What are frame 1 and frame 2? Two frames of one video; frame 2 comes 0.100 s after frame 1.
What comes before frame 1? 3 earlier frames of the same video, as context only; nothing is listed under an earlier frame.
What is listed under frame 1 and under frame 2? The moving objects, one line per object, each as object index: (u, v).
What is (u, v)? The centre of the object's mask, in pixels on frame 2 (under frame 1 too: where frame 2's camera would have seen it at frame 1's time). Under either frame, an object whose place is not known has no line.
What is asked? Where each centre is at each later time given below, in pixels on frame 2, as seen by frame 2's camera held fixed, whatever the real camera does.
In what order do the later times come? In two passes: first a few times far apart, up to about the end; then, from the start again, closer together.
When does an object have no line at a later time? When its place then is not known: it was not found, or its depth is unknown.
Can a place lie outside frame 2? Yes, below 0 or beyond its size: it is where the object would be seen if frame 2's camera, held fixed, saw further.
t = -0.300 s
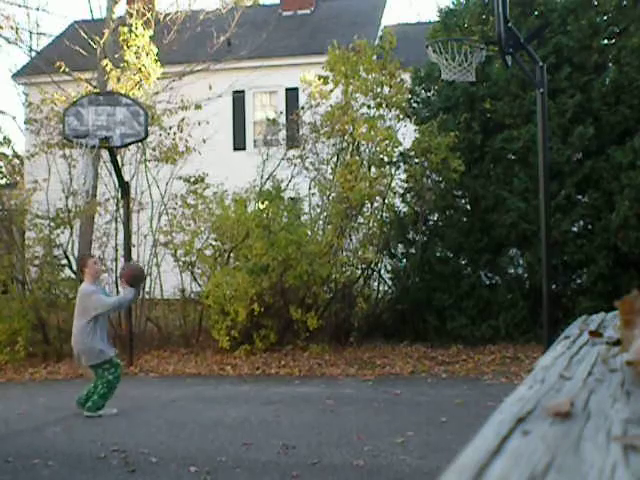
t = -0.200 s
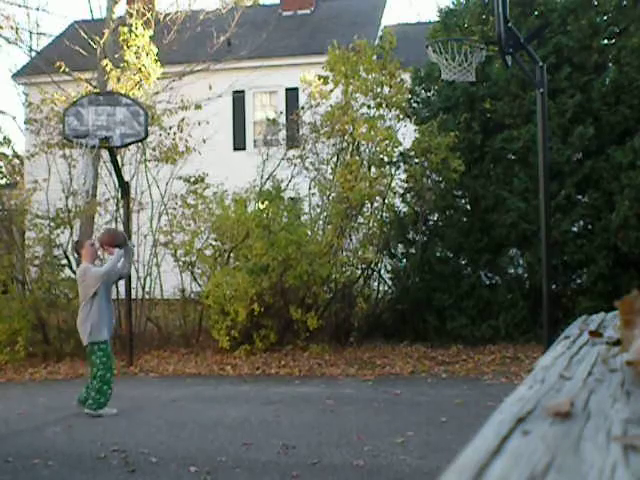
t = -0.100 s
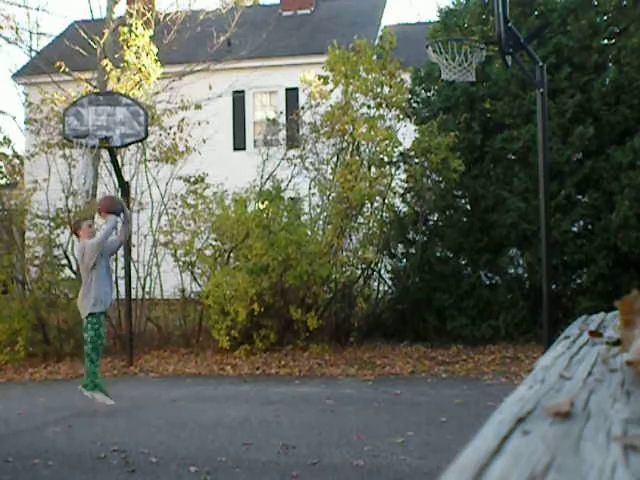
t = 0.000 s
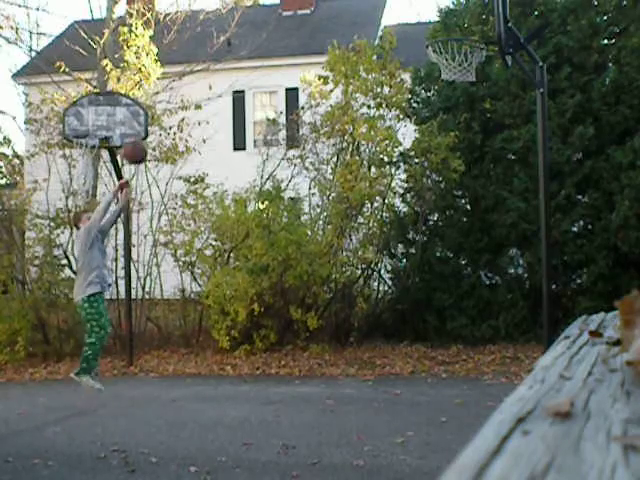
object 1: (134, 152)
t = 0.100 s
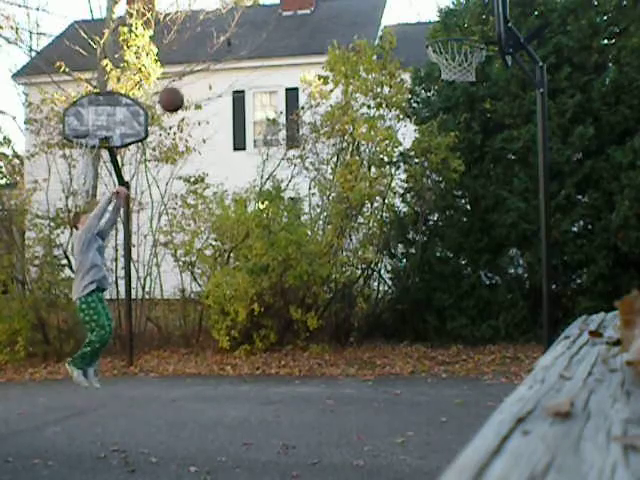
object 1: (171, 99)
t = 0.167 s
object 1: (195, 71)
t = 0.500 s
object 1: (325, 3)
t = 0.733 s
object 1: (423, 14)
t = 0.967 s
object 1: (482, 21)
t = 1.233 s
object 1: (450, 23)
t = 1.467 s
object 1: (419, 103)
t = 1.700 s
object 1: (388, 265)
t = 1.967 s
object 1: (354, 373)
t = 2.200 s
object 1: (326, 239)
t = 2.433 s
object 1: (297, 179)
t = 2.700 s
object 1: (264, 219)
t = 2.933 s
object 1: (233, 359)
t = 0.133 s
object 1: (183, 84)
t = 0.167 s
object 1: (195, 71)
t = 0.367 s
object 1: (273, 11)
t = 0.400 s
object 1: (286, 8)
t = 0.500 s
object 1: (325, 3)
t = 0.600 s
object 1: (365, 4)
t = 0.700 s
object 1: (408, 9)
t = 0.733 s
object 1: (423, 14)
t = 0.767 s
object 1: (438, 22)
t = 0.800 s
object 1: (452, 29)
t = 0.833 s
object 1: (465, 35)
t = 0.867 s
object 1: (469, 32)
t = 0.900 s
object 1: (476, 30)
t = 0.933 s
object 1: (481, 27)
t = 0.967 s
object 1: (482, 21)
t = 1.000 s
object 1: (479, 17)
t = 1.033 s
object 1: (476, 13)
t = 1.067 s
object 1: (472, 13)
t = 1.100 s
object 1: (467, 12)
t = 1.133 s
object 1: (463, 13)
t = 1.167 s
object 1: (459, 15)
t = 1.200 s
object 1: (453, 18)
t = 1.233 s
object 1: (450, 23)
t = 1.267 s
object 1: (446, 30)
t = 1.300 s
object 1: (441, 38)
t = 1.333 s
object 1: (437, 47)
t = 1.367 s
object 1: (432, 60)
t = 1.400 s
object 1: (428, 72)
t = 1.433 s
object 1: (424, 87)
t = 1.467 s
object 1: (419, 103)
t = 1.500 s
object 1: (415, 120)
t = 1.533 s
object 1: (410, 141)
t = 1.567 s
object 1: (406, 162)
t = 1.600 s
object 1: (402, 185)
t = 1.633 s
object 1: (398, 210)
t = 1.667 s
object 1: (393, 237)
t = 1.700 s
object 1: (388, 265)
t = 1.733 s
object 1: (383, 295)
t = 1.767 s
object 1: (378, 327)
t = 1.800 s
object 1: (374, 362)
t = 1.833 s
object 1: (369, 399)
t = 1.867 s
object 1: (364, 437)
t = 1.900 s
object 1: (361, 425)
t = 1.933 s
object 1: (358, 399)
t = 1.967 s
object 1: (354, 373)
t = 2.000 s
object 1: (350, 349)
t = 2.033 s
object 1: (345, 327)
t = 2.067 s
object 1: (340, 305)
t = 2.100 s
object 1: (336, 288)
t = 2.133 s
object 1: (333, 270)
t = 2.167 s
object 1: (330, 254)
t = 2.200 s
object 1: (326, 239)
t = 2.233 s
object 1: (322, 225)
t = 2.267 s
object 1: (318, 213)
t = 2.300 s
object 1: (314, 203)
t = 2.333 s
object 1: (310, 194)
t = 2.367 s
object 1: (306, 187)
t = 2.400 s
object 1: (301, 183)
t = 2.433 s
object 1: (297, 179)
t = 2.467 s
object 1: (292, 178)
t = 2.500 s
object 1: (289, 178)
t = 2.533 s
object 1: (285, 180)
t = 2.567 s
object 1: (280, 184)
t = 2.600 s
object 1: (276, 190)
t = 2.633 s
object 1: (272, 197)
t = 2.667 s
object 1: (268, 208)
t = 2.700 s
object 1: (264, 219)
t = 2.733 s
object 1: (259, 232)
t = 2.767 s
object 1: (255, 249)
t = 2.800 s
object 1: (250, 266)
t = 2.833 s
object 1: (246, 286)
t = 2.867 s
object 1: (242, 310)
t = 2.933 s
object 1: (233, 359)
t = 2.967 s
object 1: (228, 389)
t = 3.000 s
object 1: (223, 420)
